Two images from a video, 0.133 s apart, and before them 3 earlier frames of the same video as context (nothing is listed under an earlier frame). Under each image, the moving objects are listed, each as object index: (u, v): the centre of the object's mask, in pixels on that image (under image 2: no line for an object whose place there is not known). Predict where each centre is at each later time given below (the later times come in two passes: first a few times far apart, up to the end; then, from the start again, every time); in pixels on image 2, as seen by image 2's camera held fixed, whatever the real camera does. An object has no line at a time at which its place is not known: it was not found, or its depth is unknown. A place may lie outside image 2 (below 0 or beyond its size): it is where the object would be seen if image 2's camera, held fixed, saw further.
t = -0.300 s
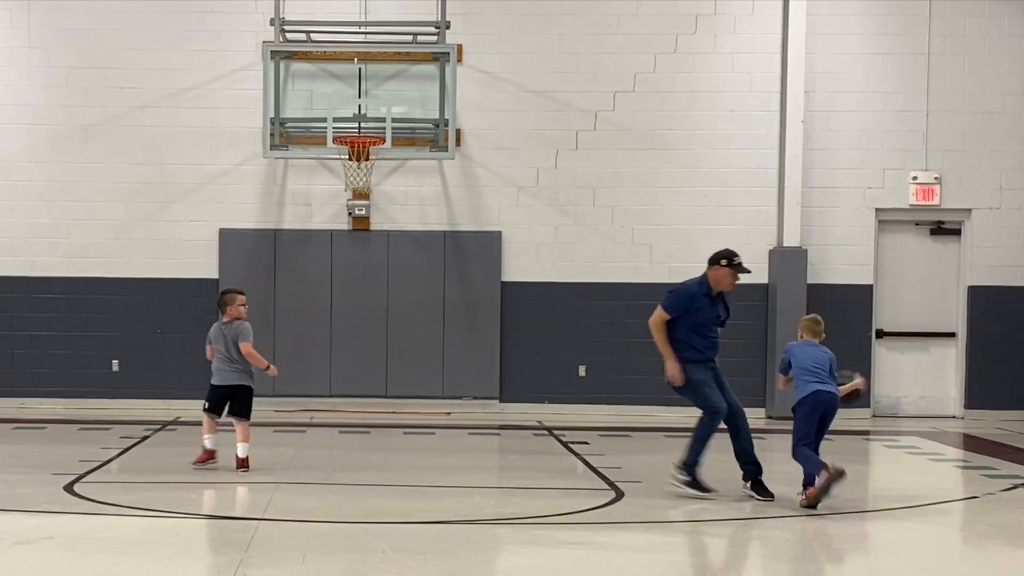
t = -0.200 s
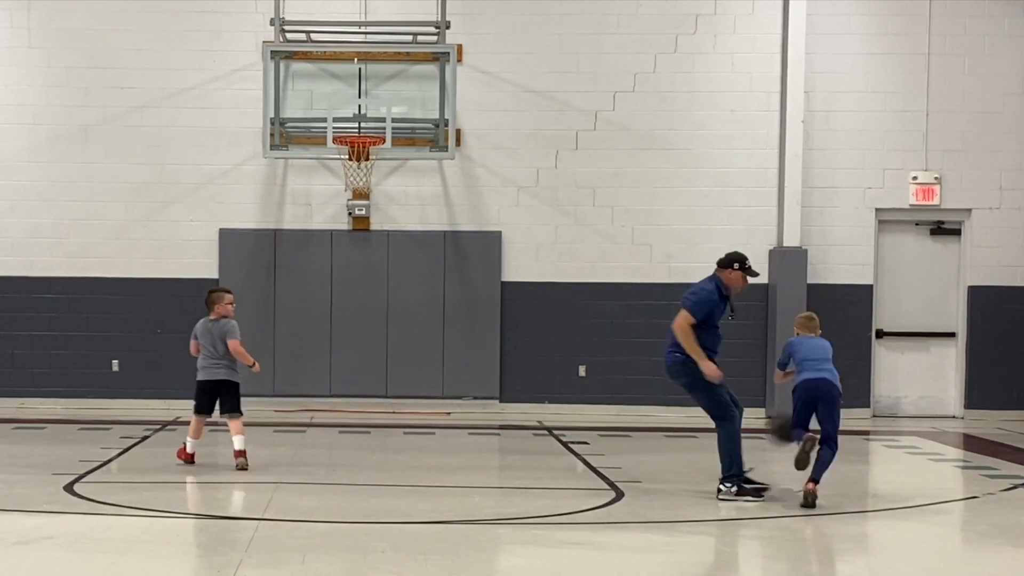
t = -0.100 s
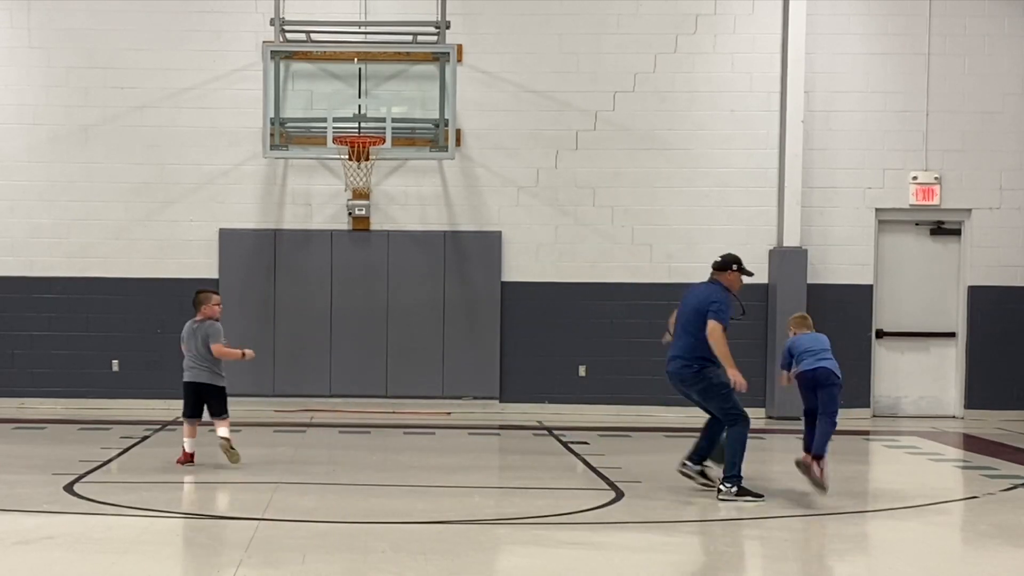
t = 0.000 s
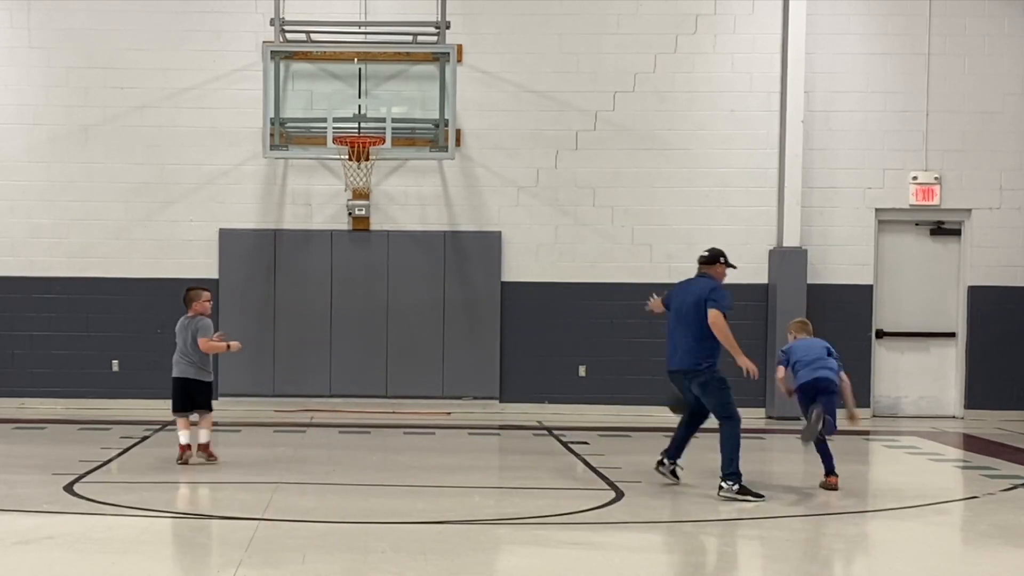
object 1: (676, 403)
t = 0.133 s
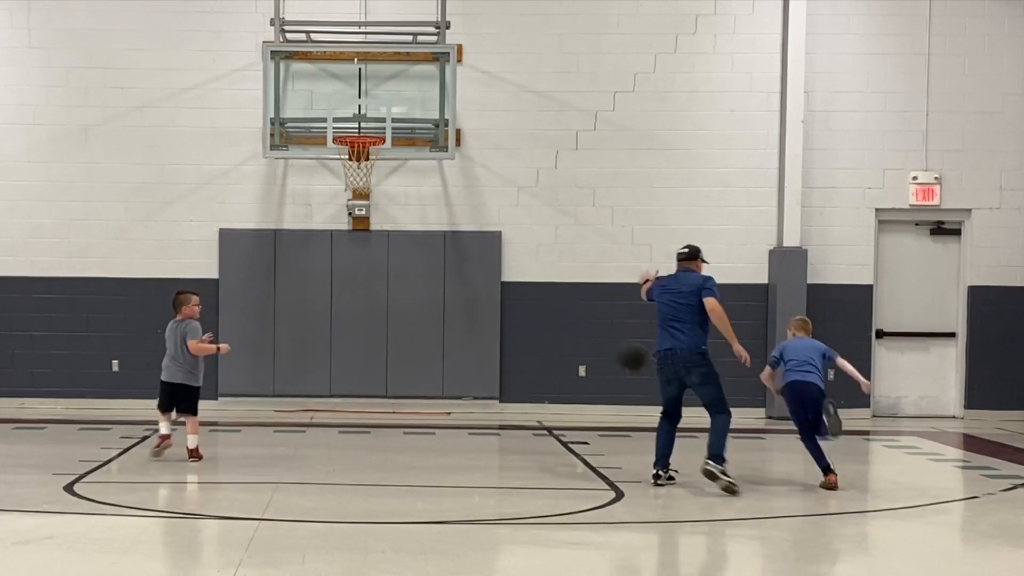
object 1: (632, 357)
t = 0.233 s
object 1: (595, 340)
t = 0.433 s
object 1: (525, 346)
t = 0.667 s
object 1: (448, 411)
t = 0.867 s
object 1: (392, 389)
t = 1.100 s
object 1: (331, 355)
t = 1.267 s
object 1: (290, 367)
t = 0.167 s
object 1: (620, 351)
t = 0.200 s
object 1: (607, 344)
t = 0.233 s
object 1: (595, 340)
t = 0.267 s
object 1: (582, 338)
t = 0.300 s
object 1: (570, 337)
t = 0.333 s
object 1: (558, 337)
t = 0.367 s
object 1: (548, 339)
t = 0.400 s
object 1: (536, 342)
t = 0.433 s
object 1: (525, 346)
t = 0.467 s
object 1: (513, 351)
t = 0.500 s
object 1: (501, 359)
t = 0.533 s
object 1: (490, 367)
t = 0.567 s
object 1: (480, 376)
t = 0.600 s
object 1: (470, 387)
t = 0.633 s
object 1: (459, 399)
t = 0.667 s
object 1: (448, 411)
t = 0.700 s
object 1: (438, 425)
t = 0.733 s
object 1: (428, 438)
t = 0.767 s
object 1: (418, 424)
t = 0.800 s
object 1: (409, 411)
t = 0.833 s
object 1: (400, 399)
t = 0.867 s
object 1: (392, 389)
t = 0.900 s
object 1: (382, 381)
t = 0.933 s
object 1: (373, 374)
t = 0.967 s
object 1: (365, 367)
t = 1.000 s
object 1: (356, 362)
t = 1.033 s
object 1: (347, 359)
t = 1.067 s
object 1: (339, 356)
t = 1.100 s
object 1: (331, 355)
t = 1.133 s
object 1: (323, 355)
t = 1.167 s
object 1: (314, 356)
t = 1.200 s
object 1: (306, 359)
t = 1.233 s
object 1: (298, 363)
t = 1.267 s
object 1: (290, 367)
